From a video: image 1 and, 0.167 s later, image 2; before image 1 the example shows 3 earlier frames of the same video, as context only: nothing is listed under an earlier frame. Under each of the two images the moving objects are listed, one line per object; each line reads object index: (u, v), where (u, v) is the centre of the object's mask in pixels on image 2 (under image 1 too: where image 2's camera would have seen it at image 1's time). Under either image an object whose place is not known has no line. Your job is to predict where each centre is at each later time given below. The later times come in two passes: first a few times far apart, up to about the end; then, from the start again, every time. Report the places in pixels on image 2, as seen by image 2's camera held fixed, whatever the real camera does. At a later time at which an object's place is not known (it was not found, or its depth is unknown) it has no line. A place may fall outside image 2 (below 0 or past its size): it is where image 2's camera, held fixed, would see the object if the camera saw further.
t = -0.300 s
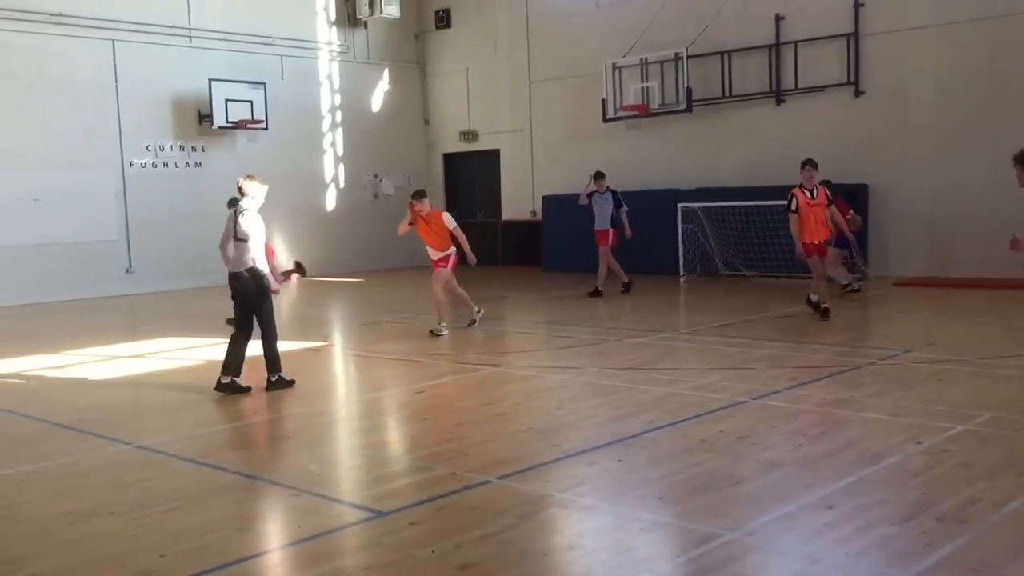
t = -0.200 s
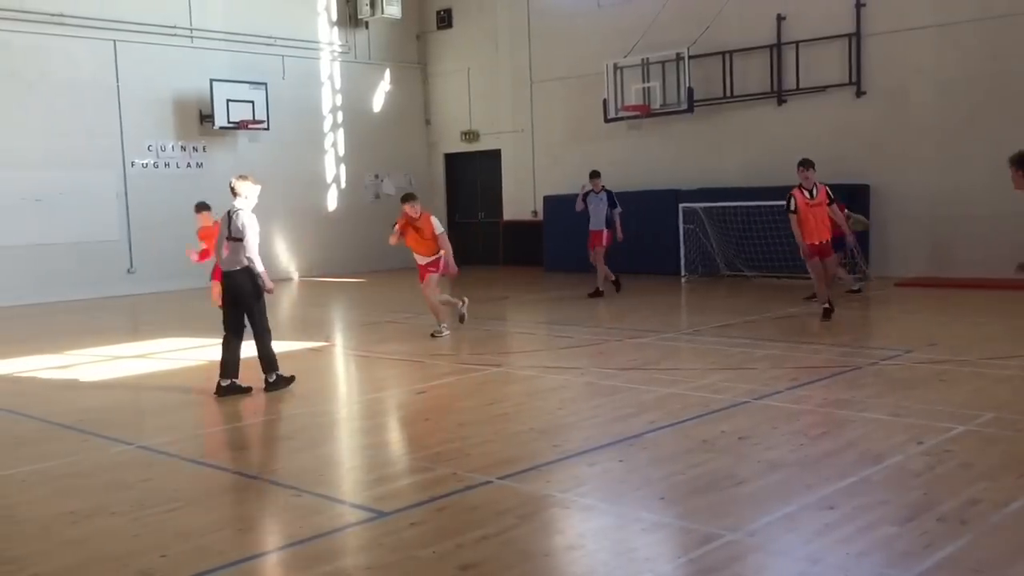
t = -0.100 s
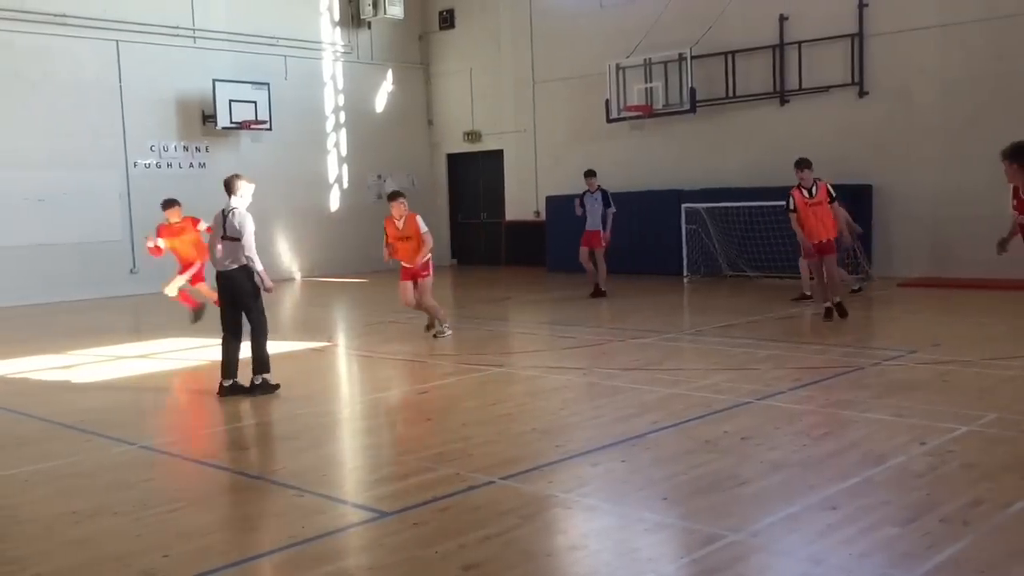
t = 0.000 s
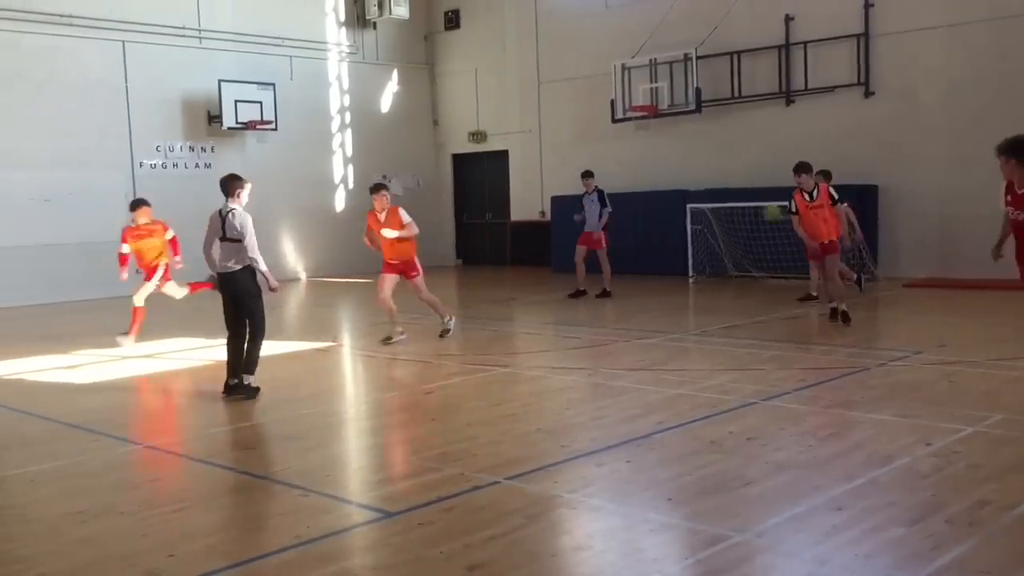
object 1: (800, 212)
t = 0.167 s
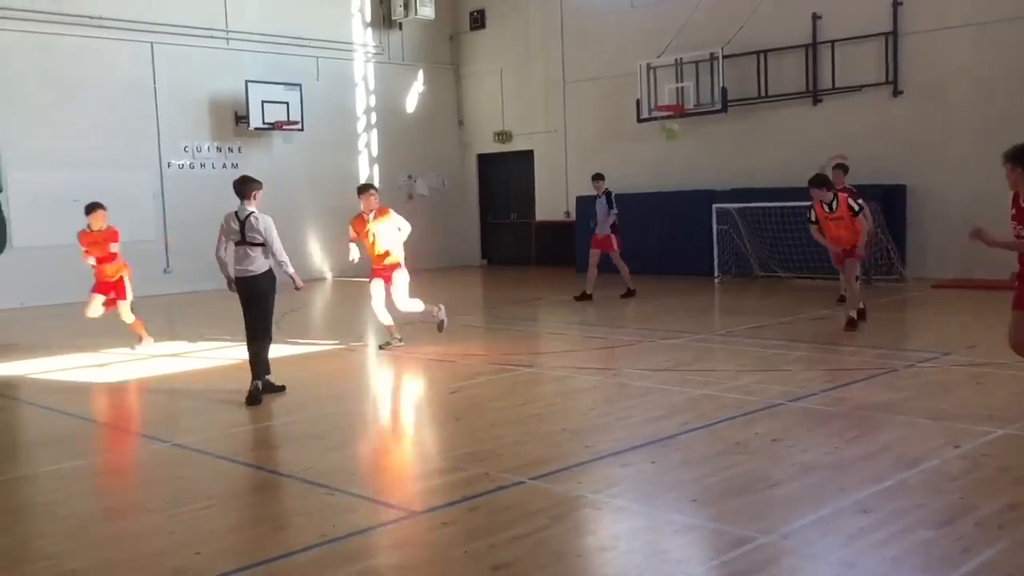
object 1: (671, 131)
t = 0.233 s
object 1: (618, 104)
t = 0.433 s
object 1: (439, 38)
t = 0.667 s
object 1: (203, 3)
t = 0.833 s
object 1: (14, 10)
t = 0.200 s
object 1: (645, 118)
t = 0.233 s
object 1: (618, 104)
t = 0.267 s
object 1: (590, 90)
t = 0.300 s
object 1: (560, 79)
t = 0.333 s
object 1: (530, 67)
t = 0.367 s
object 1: (500, 57)
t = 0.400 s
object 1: (471, 48)
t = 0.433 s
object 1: (439, 38)
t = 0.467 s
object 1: (410, 31)
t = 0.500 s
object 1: (376, 22)
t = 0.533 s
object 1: (342, 17)
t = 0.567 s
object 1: (308, 12)
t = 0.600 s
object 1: (274, 7)
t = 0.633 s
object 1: (238, 5)
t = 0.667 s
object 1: (203, 3)
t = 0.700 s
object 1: (167, 2)
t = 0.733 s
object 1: (130, 2)
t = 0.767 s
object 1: (92, 4)
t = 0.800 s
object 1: (54, 7)
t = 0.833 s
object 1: (14, 10)
